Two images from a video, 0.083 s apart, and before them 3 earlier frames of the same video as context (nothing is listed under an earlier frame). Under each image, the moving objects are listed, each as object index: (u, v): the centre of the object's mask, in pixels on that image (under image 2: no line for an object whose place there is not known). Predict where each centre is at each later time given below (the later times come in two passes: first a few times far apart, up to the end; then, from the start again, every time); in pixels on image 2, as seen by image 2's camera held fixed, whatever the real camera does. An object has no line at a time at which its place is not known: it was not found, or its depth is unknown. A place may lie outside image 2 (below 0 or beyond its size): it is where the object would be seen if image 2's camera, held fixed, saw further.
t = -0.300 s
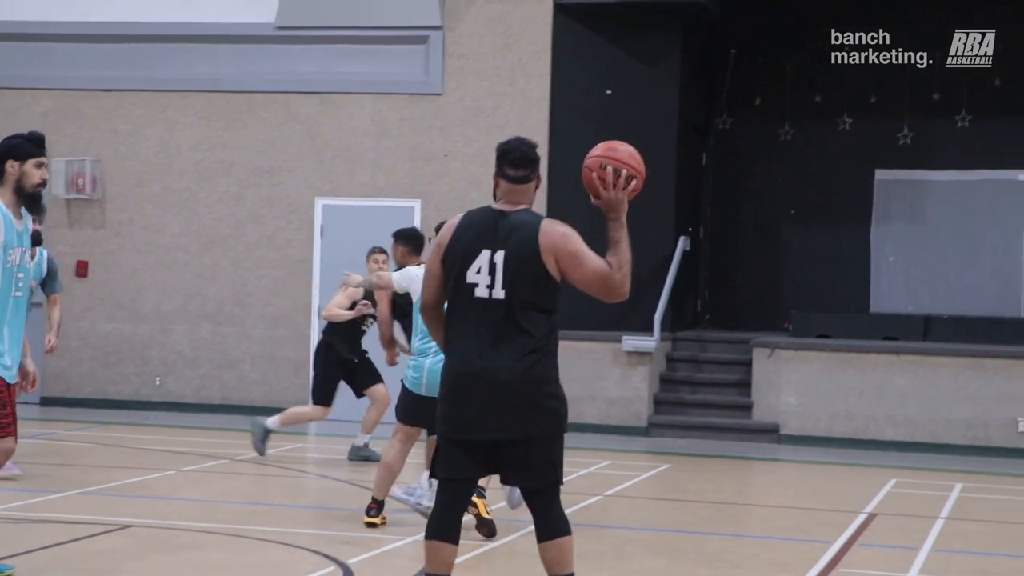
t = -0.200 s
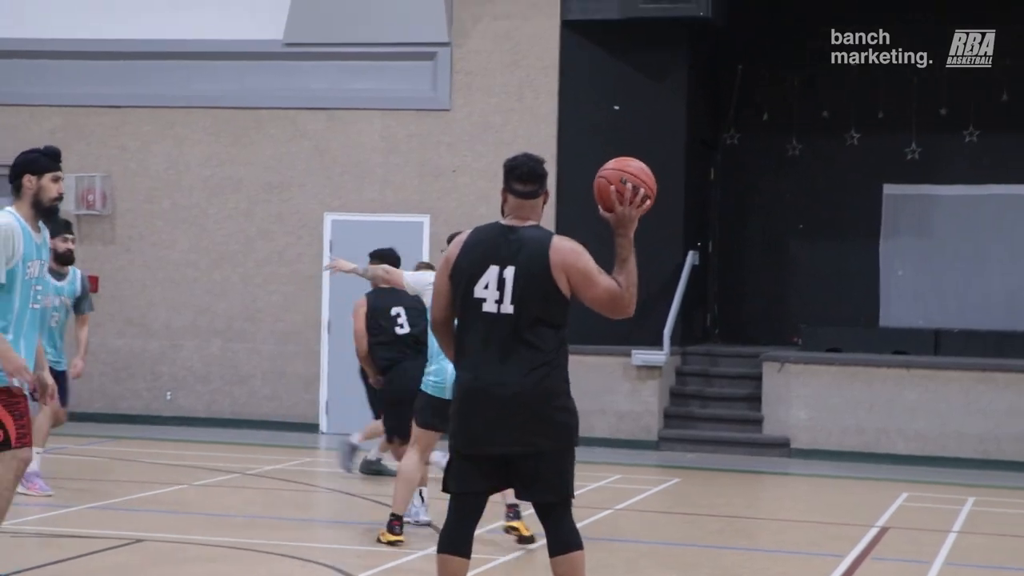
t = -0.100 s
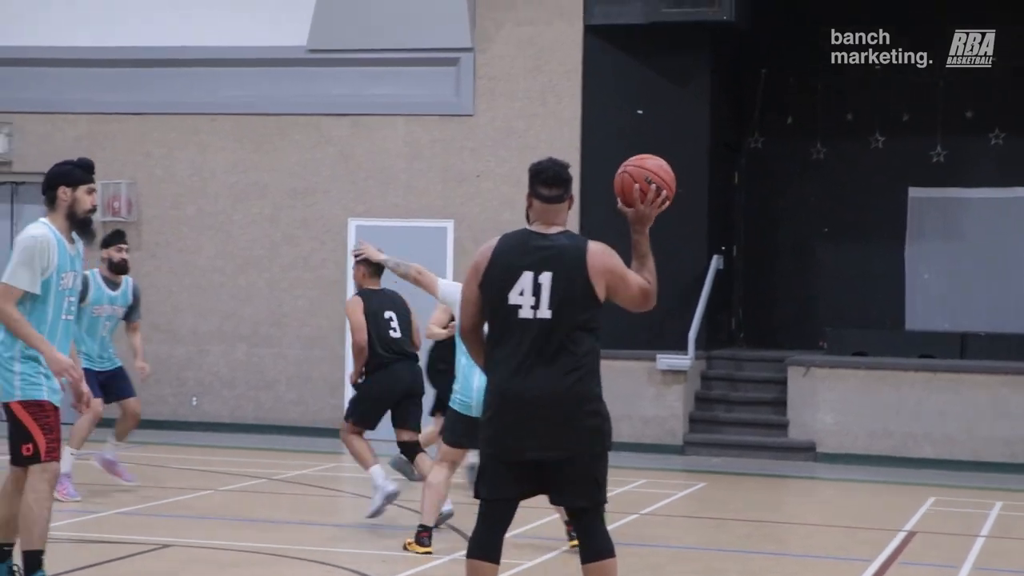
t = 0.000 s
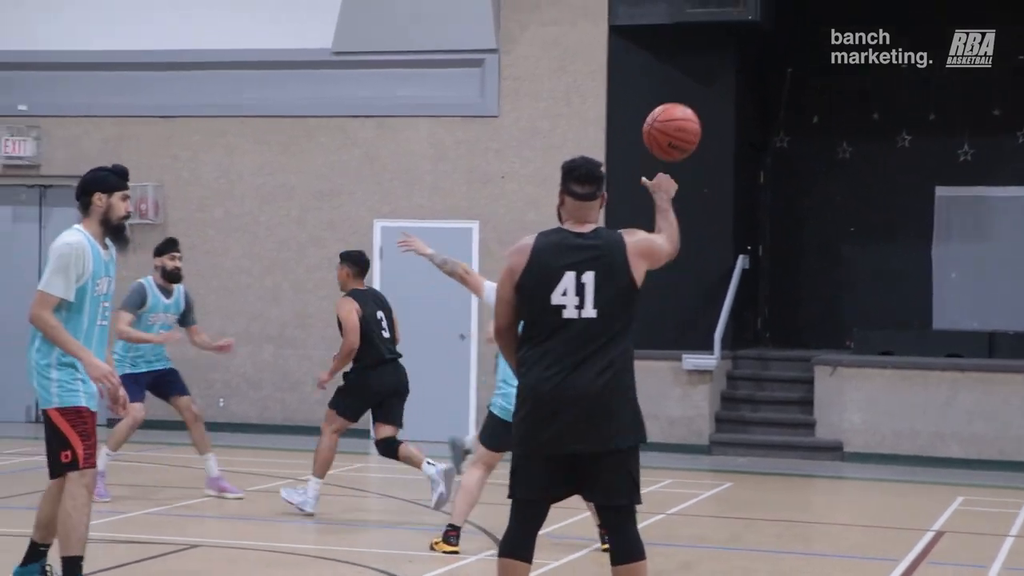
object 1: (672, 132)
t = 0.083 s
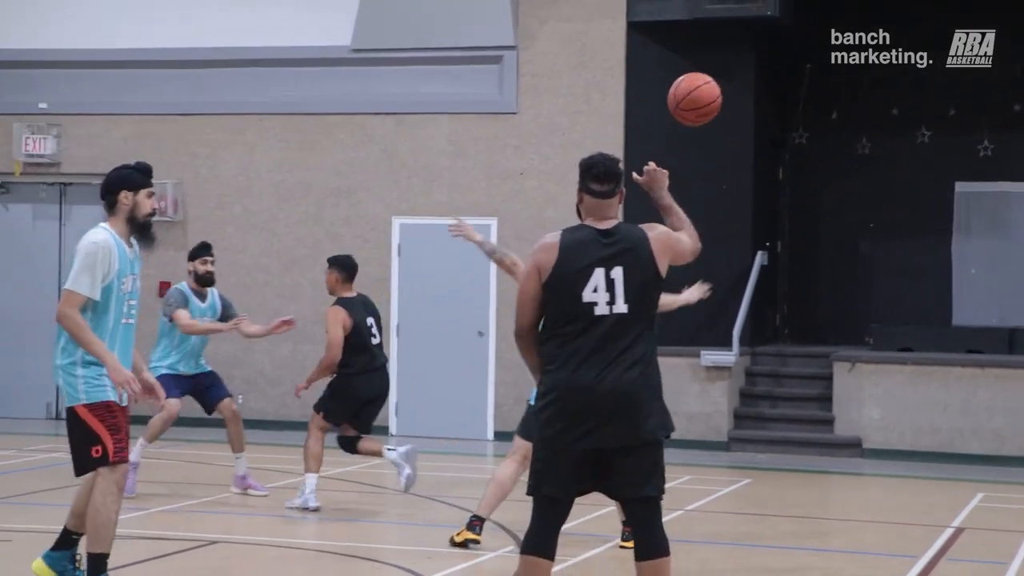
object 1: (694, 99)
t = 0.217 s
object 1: (701, 89)
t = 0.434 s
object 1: (708, 140)
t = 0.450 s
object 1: (709, 147)
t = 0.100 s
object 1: (695, 95)
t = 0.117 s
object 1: (696, 93)
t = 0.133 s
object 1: (697, 91)
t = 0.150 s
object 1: (698, 89)
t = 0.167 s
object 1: (699, 88)
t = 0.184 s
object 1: (699, 88)
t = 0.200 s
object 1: (700, 88)
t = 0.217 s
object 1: (701, 89)
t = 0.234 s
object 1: (702, 90)
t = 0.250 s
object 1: (702, 92)
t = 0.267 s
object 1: (703, 94)
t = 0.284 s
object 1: (703, 97)
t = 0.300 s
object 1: (704, 100)
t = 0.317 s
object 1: (704, 104)
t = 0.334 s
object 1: (705, 108)
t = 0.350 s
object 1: (706, 113)
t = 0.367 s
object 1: (707, 118)
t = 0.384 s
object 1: (707, 123)
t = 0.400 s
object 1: (708, 128)
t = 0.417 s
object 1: (708, 134)
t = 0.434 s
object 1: (708, 140)
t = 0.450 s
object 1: (709, 147)
